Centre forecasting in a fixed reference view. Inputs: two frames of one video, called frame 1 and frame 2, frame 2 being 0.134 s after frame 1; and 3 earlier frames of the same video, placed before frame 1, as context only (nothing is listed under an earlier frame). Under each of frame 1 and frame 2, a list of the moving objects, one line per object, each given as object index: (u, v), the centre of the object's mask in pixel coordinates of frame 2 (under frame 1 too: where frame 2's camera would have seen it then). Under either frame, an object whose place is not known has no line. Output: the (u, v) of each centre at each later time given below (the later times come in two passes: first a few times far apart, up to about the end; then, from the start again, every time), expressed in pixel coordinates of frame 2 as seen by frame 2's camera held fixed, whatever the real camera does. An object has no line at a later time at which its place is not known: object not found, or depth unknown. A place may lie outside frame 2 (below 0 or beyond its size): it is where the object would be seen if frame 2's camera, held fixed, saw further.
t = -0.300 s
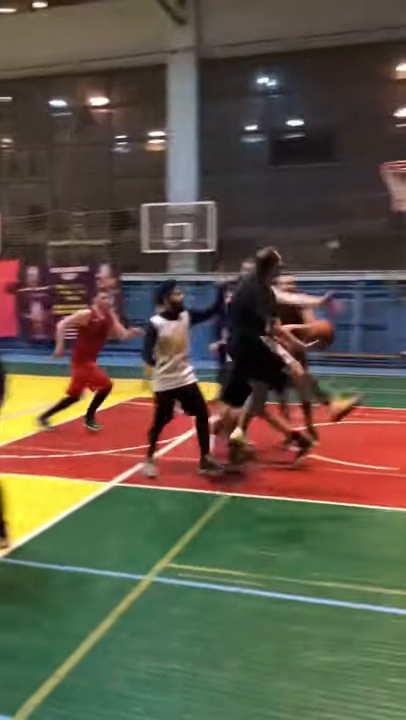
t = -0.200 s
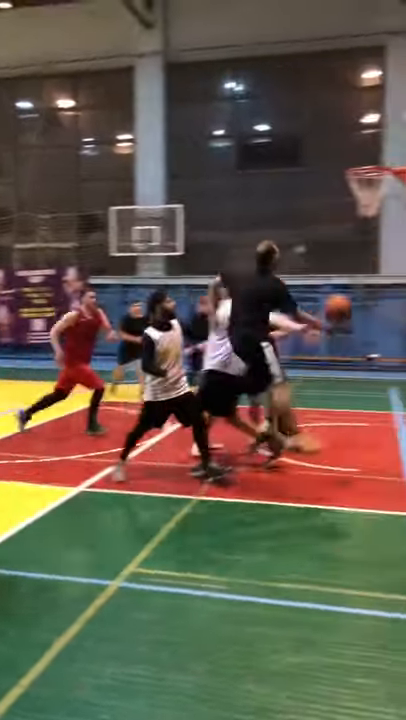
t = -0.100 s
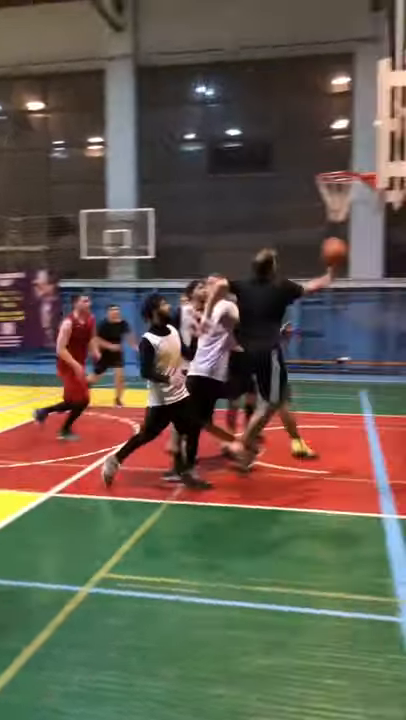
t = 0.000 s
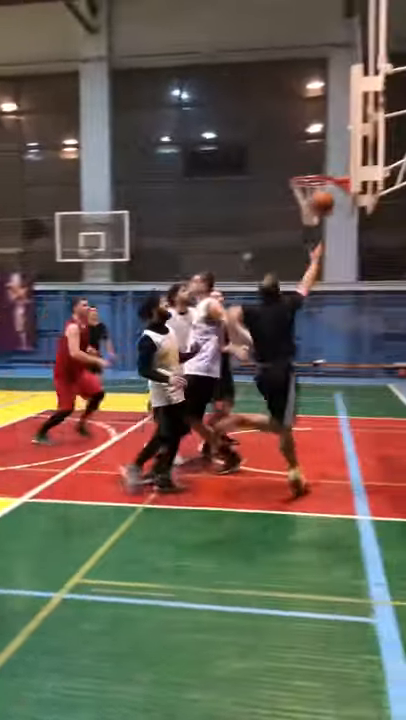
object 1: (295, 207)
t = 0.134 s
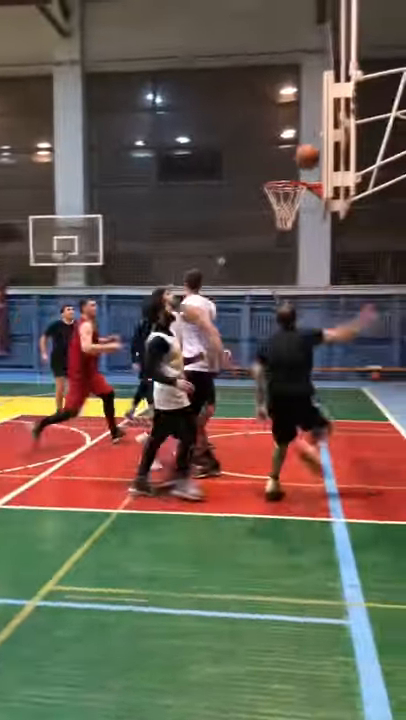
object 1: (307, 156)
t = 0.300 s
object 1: (302, 132)
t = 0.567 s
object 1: (279, 152)
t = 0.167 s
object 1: (309, 148)
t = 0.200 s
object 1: (309, 141)
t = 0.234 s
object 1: (306, 137)
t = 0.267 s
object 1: (305, 134)
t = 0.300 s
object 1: (302, 132)
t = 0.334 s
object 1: (300, 131)
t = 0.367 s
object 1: (297, 131)
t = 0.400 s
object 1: (294, 132)
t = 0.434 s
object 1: (292, 133)
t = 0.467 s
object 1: (288, 137)
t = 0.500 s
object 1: (286, 141)
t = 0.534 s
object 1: (283, 146)
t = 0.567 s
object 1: (279, 152)
